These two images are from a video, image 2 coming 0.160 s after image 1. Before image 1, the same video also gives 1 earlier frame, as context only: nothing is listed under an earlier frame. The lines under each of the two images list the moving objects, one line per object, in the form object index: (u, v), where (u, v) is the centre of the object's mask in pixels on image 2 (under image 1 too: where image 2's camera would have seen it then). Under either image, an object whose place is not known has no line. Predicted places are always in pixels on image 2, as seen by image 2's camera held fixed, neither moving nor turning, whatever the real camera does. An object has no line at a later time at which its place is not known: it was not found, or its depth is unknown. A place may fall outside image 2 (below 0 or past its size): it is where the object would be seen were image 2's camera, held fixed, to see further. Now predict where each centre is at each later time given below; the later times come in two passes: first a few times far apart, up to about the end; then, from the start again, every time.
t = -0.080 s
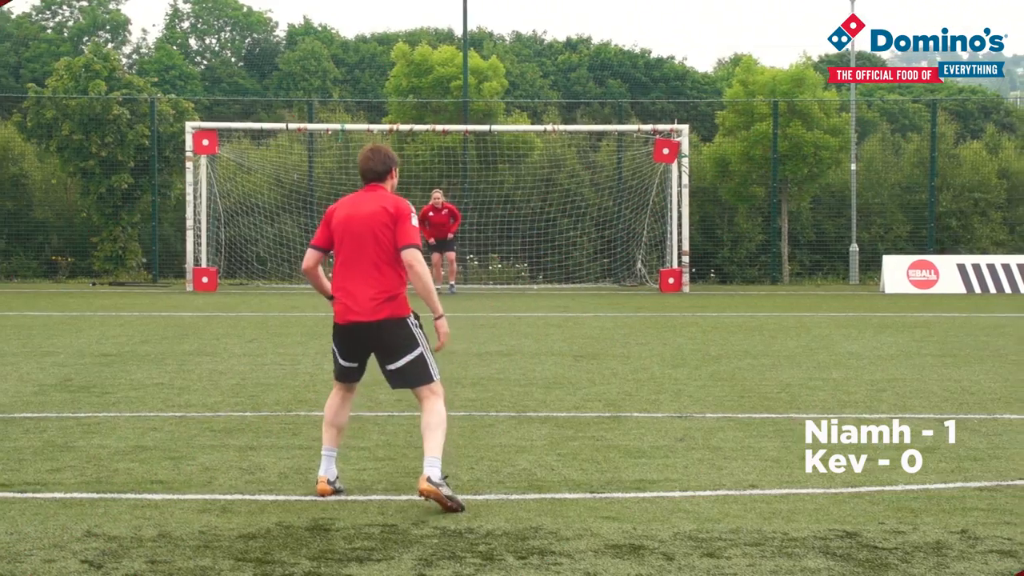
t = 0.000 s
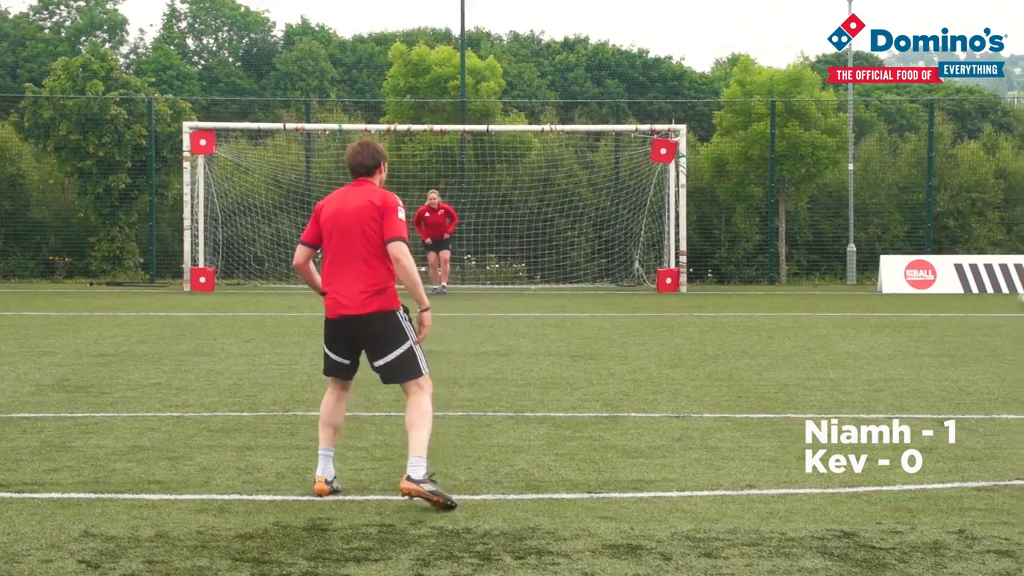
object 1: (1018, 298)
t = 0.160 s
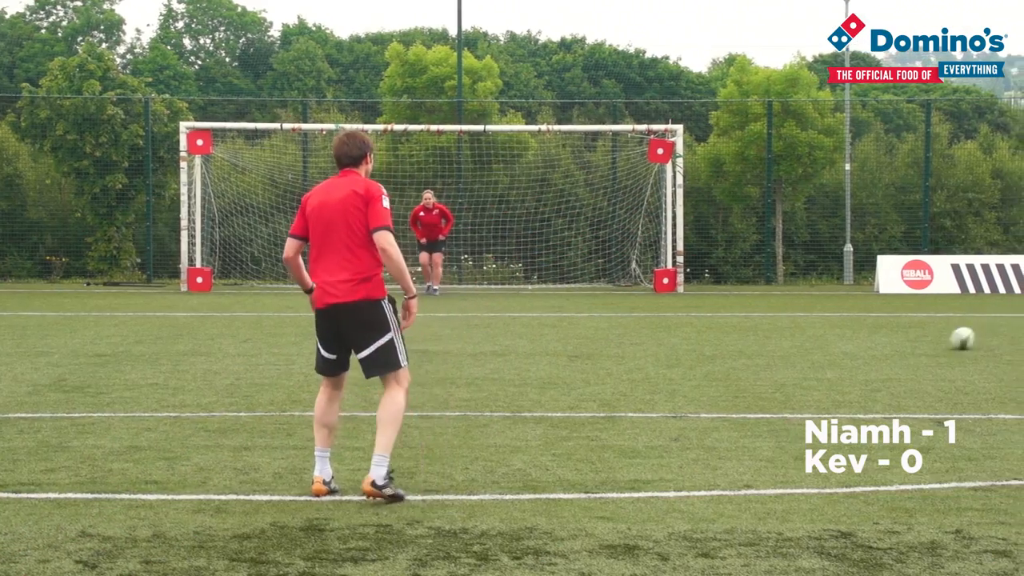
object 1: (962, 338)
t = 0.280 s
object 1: (919, 331)
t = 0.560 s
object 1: (805, 361)
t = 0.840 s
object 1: (673, 374)
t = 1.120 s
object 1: (510, 400)
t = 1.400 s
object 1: (308, 438)
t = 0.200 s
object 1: (948, 337)
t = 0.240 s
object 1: (934, 332)
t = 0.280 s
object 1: (919, 331)
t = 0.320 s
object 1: (904, 331)
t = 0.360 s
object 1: (889, 334)
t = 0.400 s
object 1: (872, 337)
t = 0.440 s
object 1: (857, 343)
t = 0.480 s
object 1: (840, 350)
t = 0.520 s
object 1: (823, 361)
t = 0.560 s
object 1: (805, 361)
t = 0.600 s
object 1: (788, 355)
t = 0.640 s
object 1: (769, 353)
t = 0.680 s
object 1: (751, 352)
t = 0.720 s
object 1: (732, 354)
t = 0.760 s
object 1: (713, 358)
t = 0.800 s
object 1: (693, 364)
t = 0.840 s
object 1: (673, 374)
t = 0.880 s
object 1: (651, 387)
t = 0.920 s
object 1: (630, 392)
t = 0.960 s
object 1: (607, 388)
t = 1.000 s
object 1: (585, 387)
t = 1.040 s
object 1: (561, 388)
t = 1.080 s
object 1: (536, 393)
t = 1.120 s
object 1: (510, 400)
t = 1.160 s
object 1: (484, 410)
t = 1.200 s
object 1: (456, 423)
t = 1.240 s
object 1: (429, 422)
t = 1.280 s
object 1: (400, 421)
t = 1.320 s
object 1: (370, 423)
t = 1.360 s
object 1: (340, 428)
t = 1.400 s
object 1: (308, 438)
